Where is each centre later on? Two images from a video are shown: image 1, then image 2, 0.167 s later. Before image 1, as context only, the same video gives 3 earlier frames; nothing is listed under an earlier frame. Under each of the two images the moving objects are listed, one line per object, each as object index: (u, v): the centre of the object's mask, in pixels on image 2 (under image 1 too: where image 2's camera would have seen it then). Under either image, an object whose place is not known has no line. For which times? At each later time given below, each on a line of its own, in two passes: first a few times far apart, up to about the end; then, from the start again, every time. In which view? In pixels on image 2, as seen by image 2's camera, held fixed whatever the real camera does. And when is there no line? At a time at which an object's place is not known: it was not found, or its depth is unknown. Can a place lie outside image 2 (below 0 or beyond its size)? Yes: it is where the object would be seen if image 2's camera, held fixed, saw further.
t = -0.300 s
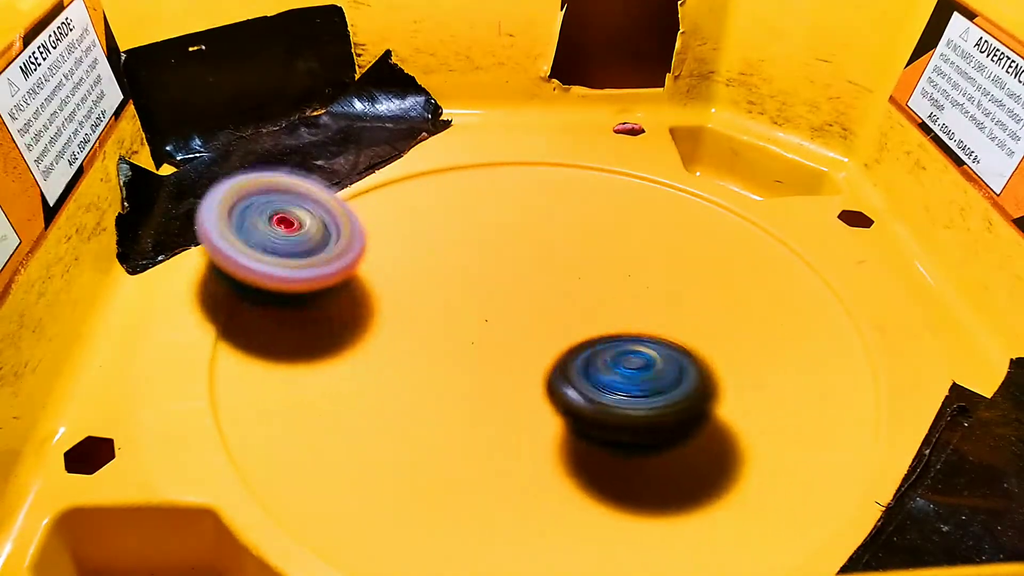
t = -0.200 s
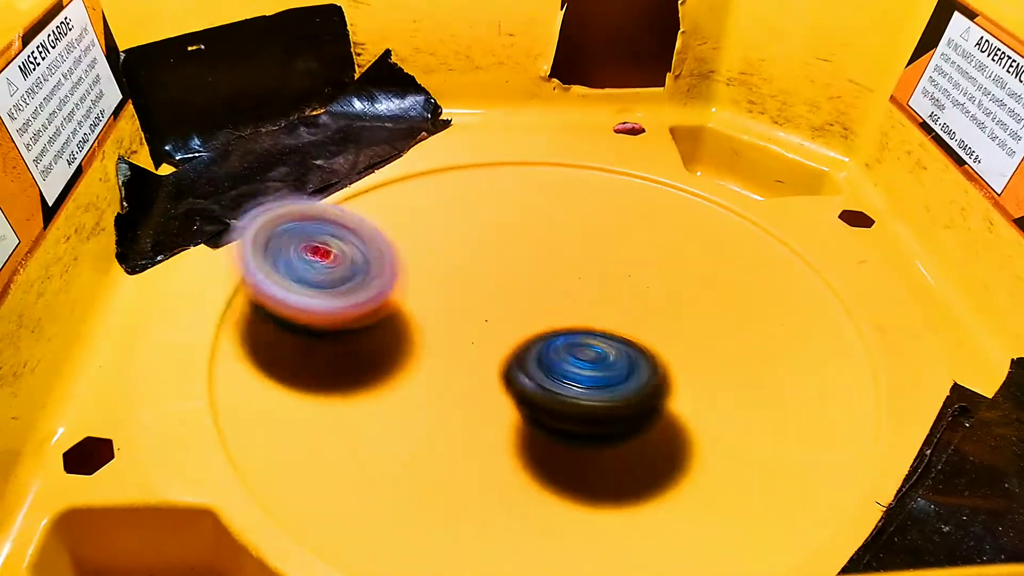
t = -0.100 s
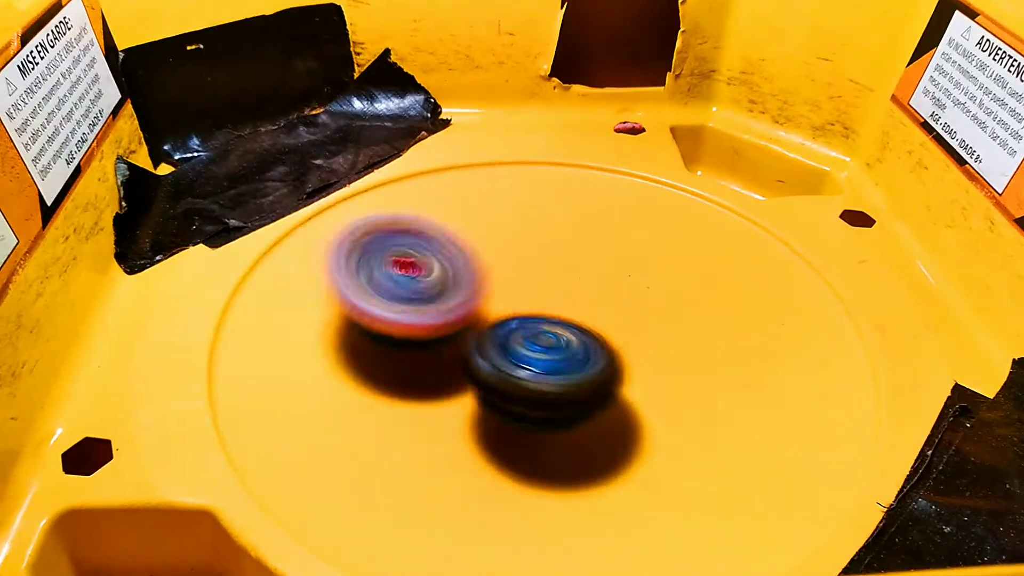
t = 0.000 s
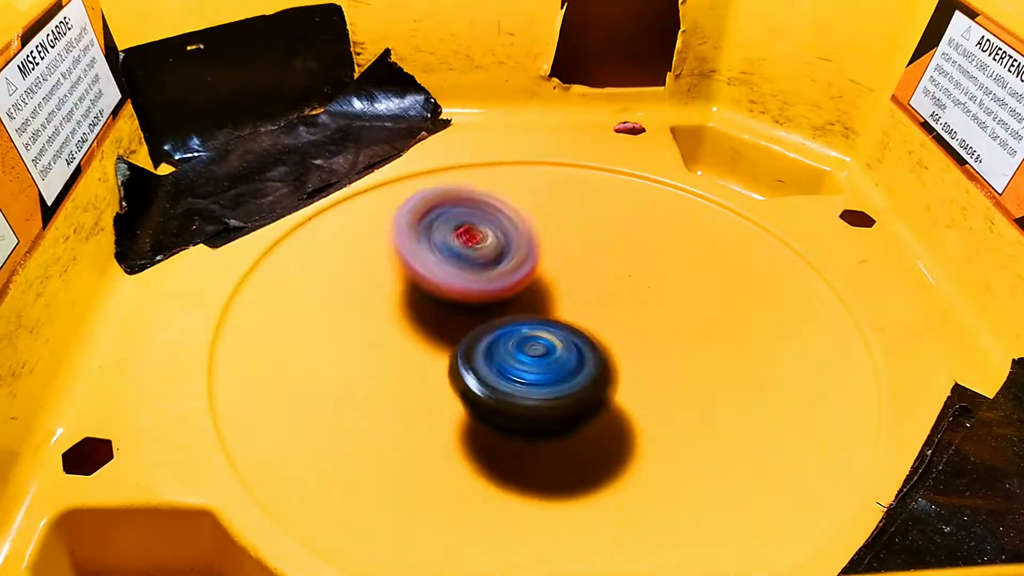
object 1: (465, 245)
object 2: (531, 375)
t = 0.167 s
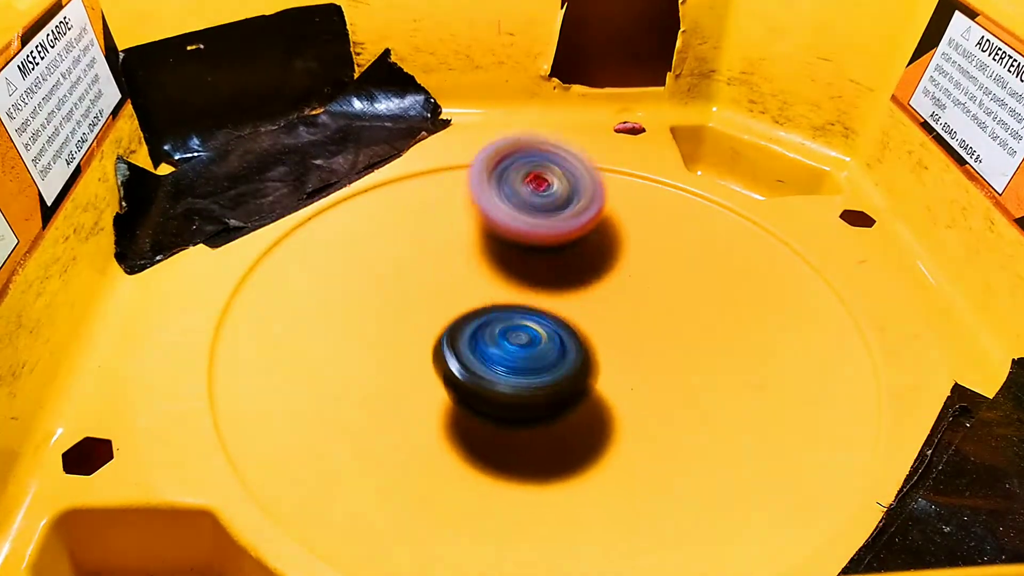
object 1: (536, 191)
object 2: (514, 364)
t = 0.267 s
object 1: (567, 161)
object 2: (507, 348)
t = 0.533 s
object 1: (570, 159)
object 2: (508, 300)
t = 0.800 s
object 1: (700, 177)
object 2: (381, 387)
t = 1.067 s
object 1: (741, 229)
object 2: (360, 434)
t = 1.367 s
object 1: (701, 364)
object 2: (498, 392)
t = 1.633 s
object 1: (765, 466)
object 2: (554, 314)
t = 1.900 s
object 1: (643, 435)
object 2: (660, 311)
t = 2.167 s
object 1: (461, 358)
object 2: (707, 345)
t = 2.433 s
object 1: (365, 260)
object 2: (636, 359)
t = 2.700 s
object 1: (354, 195)
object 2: (543, 319)
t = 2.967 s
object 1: (479, 203)
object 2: (569, 300)
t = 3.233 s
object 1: (617, 211)
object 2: (627, 329)
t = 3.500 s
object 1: (734, 251)
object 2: (617, 356)
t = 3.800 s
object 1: (767, 327)
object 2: (546, 338)
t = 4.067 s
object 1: (639, 387)
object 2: (518, 291)
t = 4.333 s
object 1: (475, 392)
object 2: (543, 262)
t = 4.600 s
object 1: (363, 342)
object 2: (576, 280)
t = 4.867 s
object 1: (392, 281)
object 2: (574, 323)
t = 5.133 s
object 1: (481, 223)
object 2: (524, 352)
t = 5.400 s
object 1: (574, 193)
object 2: (484, 341)
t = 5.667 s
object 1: (644, 223)
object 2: (510, 311)
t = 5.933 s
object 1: (735, 284)
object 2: (528, 302)
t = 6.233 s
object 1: (736, 361)
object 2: (560, 312)
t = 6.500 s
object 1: (646, 421)
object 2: (570, 308)
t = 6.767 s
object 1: (507, 412)
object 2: (570, 305)
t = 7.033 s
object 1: (386, 338)
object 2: (603, 299)
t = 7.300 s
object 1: (354, 275)
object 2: (619, 306)
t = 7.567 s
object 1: (436, 238)
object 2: (585, 312)
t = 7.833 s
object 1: (526, 232)
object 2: (579, 350)
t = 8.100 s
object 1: (610, 250)
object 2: (475, 328)
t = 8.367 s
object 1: (613, 302)
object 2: (467, 283)
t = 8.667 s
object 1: (557, 341)
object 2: (507, 248)
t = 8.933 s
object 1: (510, 333)
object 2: (509, 236)
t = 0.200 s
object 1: (548, 181)
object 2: (511, 359)
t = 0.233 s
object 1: (558, 170)
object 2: (509, 354)
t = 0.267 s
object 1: (567, 161)
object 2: (507, 348)
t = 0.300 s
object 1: (575, 151)
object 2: (506, 343)
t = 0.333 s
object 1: (581, 144)
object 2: (506, 337)
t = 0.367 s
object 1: (582, 139)
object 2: (505, 331)
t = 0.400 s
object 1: (581, 136)
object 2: (505, 324)
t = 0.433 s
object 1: (578, 137)
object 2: (504, 318)
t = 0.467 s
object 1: (574, 141)
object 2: (505, 312)
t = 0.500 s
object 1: (571, 148)
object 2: (507, 306)
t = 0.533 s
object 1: (570, 159)
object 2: (508, 300)
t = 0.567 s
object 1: (572, 171)
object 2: (511, 294)
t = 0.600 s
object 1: (576, 186)
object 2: (512, 289)
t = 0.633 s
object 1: (597, 187)
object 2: (485, 304)
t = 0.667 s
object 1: (629, 181)
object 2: (450, 335)
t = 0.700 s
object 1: (651, 179)
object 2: (421, 354)
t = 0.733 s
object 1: (668, 177)
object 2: (404, 367)
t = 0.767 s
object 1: (684, 177)
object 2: (391, 378)
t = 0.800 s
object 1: (700, 177)
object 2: (381, 387)
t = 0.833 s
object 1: (714, 177)
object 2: (373, 395)
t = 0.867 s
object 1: (724, 179)
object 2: (365, 404)
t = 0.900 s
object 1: (732, 182)
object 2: (358, 411)
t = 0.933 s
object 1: (737, 188)
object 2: (352, 418)
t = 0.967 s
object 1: (740, 195)
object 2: (348, 424)
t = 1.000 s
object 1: (740, 204)
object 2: (348, 429)
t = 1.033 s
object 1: (741, 216)
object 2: (352, 432)
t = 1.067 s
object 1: (741, 229)
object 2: (360, 434)
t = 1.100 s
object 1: (739, 243)
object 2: (369, 435)
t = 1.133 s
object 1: (737, 259)
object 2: (383, 432)
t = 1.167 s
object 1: (735, 274)
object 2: (398, 429)
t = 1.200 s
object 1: (732, 289)
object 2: (413, 424)
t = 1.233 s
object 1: (728, 304)
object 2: (428, 419)
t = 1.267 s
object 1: (723, 320)
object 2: (446, 413)
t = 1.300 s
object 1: (717, 335)
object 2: (464, 406)
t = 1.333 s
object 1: (709, 350)
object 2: (481, 398)
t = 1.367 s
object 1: (701, 364)
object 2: (498, 392)
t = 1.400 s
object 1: (694, 378)
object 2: (514, 385)
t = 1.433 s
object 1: (711, 401)
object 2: (508, 366)
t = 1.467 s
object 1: (726, 417)
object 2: (503, 351)
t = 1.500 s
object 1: (739, 430)
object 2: (505, 337)
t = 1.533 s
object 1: (748, 442)
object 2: (513, 325)
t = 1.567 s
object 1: (756, 452)
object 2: (527, 320)
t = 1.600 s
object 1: (761, 460)
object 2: (541, 318)
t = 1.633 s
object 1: (765, 466)
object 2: (554, 314)
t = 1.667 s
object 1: (765, 470)
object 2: (567, 312)
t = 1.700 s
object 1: (762, 472)
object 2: (581, 310)
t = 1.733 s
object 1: (754, 471)
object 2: (595, 309)
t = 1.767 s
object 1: (741, 467)
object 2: (608, 309)
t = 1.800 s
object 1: (721, 461)
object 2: (621, 309)
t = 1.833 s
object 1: (697, 453)
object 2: (634, 308)
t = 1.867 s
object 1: (670, 444)
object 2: (647, 310)
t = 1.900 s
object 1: (643, 435)
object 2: (660, 311)
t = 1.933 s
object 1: (615, 427)
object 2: (670, 313)
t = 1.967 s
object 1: (588, 419)
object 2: (681, 318)
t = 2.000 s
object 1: (565, 410)
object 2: (690, 322)
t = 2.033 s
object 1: (541, 401)
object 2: (696, 326)
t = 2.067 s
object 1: (519, 390)
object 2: (702, 331)
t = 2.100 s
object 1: (498, 379)
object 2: (707, 336)
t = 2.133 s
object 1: (478, 369)
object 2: (707, 340)
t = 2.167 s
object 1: (461, 358)
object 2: (707, 345)
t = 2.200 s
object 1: (443, 346)
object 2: (704, 349)
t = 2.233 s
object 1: (427, 334)
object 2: (698, 353)
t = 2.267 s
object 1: (414, 322)
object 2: (691, 356)
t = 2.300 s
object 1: (402, 310)
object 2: (683, 358)
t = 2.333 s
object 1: (391, 297)
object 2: (672, 360)
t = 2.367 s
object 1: (381, 285)
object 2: (661, 361)
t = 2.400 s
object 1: (372, 273)
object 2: (649, 360)
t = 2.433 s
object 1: (365, 260)
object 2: (636, 359)
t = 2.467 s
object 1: (358, 246)
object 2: (622, 356)
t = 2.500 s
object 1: (352, 235)
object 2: (609, 354)
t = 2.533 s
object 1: (349, 225)
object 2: (596, 350)
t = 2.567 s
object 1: (347, 215)
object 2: (584, 345)
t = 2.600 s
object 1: (345, 205)
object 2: (572, 340)
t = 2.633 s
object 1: (347, 200)
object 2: (561, 333)
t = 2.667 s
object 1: (349, 196)
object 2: (552, 326)
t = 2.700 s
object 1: (354, 195)
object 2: (543, 319)
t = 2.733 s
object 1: (363, 196)
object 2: (535, 310)
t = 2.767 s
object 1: (379, 199)
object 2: (530, 302)
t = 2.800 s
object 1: (398, 202)
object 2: (524, 294)
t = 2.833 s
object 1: (416, 204)
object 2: (526, 291)
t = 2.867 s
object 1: (428, 201)
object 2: (543, 297)
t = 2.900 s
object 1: (444, 200)
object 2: (554, 300)
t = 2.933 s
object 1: (460, 200)
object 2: (560, 301)
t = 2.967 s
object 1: (479, 203)
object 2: (569, 300)
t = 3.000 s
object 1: (497, 203)
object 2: (579, 302)
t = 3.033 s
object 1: (515, 204)
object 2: (588, 306)
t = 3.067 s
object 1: (533, 204)
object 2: (595, 308)
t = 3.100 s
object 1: (550, 204)
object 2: (604, 312)
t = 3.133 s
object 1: (566, 205)
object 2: (612, 316)
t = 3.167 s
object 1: (583, 207)
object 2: (618, 319)
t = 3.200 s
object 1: (600, 208)
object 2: (624, 324)
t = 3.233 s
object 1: (617, 211)
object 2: (627, 329)
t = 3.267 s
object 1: (635, 214)
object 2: (630, 334)
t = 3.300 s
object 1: (649, 217)
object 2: (634, 339)
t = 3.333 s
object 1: (665, 222)
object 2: (634, 342)
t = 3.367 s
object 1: (681, 226)
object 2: (634, 347)
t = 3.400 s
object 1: (695, 232)
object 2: (633, 350)
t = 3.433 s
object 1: (711, 238)
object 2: (628, 353)
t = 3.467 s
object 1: (722, 243)
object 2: (624, 355)
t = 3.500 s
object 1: (734, 251)
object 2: (617, 356)
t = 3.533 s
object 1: (747, 258)
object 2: (610, 358)
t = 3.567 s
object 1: (756, 267)
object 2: (602, 357)
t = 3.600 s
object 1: (766, 276)
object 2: (593, 356)
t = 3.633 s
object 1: (772, 284)
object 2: (585, 356)
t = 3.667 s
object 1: (776, 292)
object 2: (577, 353)
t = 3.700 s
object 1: (778, 301)
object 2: (568, 351)
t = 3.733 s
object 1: (777, 310)
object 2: (561, 347)
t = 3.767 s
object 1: (774, 320)
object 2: (553, 343)
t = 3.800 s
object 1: (767, 327)
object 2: (546, 338)
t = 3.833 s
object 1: (756, 335)
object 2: (539, 332)
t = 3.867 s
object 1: (745, 345)
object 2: (533, 327)
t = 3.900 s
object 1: (732, 354)
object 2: (529, 321)
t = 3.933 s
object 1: (716, 362)
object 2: (524, 315)
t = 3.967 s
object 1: (699, 369)
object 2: (522, 310)
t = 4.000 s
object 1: (680, 375)
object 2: (519, 303)
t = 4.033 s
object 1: (659, 382)
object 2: (518, 297)
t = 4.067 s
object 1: (639, 387)
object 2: (518, 291)
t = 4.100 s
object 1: (620, 391)
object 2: (519, 286)
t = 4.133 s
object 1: (599, 393)
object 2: (520, 281)
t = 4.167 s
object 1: (578, 395)
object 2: (522, 276)
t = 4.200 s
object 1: (558, 397)
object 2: (525, 272)
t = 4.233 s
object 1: (537, 397)
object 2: (529, 268)
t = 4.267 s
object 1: (516, 396)
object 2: (533, 265)
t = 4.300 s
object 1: (496, 393)
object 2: (538, 263)
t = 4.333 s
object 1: (475, 392)
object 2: (543, 262)
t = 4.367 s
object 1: (457, 388)
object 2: (548, 262)
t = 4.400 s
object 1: (438, 384)
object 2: (552, 261)
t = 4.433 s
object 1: (421, 379)
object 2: (557, 263)
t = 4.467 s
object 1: (404, 372)
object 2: (562, 264)
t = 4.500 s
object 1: (390, 367)
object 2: (566, 267)
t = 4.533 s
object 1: (378, 358)
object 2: (571, 271)
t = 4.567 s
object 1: (370, 351)
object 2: (573, 275)
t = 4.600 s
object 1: (363, 342)
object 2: (576, 280)
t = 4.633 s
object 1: (359, 336)
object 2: (579, 284)
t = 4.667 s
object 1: (357, 328)
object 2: (580, 290)
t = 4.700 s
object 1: (359, 320)
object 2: (581, 296)
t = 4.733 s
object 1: (362, 312)
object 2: (582, 301)
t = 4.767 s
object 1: (366, 305)
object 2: (582, 306)
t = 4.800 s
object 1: (374, 297)
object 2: (580, 311)
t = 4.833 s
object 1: (383, 289)
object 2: (577, 318)
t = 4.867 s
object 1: (392, 281)
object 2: (574, 323)
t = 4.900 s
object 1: (402, 274)
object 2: (569, 328)
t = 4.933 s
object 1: (415, 267)
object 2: (564, 333)
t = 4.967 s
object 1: (427, 259)
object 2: (559, 336)
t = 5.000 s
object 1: (439, 252)
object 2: (552, 340)
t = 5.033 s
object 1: (450, 244)
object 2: (547, 345)
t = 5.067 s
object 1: (461, 236)
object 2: (538, 349)
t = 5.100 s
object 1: (470, 229)
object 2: (532, 351)
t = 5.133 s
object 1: (481, 223)
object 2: (524, 352)
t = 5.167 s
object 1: (491, 217)
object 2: (517, 353)
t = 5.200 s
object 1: (503, 212)
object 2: (510, 353)
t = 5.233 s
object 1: (515, 207)
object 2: (504, 353)
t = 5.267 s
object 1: (527, 203)
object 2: (498, 352)
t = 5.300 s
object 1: (538, 200)
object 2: (493, 350)
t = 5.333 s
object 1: (551, 197)
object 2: (489, 347)
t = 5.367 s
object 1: (563, 196)
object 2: (486, 344)
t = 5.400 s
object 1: (574, 193)
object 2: (484, 341)
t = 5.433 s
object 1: (583, 194)
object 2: (483, 337)
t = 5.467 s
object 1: (595, 196)
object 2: (484, 333)
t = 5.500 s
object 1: (605, 198)
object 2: (486, 329)
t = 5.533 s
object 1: (613, 199)
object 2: (489, 325)
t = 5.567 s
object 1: (622, 205)
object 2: (493, 321)
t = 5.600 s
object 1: (630, 211)
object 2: (498, 317)
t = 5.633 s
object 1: (639, 218)
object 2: (504, 315)
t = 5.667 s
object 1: (644, 223)
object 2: (510, 311)
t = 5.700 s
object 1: (651, 233)
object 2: (517, 309)
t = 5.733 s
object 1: (658, 242)
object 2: (523, 306)
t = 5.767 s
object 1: (676, 251)
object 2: (519, 305)
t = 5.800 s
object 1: (689, 256)
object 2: (518, 303)
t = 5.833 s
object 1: (703, 262)
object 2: (521, 303)
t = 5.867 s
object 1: (714, 269)
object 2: (522, 302)
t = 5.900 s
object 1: (726, 277)
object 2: (524, 301)
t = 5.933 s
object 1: (735, 284)
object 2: (528, 302)
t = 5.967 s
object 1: (743, 292)
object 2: (530, 302)
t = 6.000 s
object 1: (751, 301)
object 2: (534, 303)
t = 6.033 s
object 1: (756, 309)
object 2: (539, 304)
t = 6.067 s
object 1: (759, 318)
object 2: (542, 305)
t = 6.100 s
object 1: (760, 327)
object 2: (545, 306)
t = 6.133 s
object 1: (759, 337)
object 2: (550, 307)
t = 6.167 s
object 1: (754, 345)
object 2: (554, 309)
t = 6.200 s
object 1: (746, 353)
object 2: (557, 310)
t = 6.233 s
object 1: (736, 361)
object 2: (560, 312)
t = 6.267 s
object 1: (722, 369)
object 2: (565, 314)
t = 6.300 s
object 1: (709, 379)
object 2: (564, 315)
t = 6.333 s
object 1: (699, 388)
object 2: (566, 313)
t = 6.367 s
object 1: (691, 397)
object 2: (568, 312)
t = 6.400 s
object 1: (683, 403)
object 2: (568, 311)
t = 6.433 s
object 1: (673, 411)
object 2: (567, 311)
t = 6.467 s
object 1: (660, 418)
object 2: (570, 309)
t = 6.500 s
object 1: (646, 421)
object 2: (570, 308)
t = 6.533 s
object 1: (629, 426)
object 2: (570, 307)
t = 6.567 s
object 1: (612, 428)
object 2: (571, 306)
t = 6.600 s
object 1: (595, 429)
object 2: (573, 305)
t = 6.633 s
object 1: (576, 428)
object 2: (573, 306)
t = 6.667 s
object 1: (559, 426)
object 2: (571, 305)
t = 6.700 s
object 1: (542, 423)
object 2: (572, 304)
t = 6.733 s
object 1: (523, 418)
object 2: (572, 305)
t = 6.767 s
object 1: (507, 412)
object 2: (570, 305)
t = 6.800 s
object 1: (493, 405)
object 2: (569, 304)
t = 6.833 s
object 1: (478, 397)
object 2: (570, 304)
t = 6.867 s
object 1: (466, 388)
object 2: (568, 305)
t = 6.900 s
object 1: (455, 379)
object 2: (566, 304)
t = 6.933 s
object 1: (446, 369)
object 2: (564, 305)
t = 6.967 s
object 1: (438, 359)
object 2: (565, 305)
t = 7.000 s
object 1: (409, 349)
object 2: (583, 303)
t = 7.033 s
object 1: (386, 338)
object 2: (603, 299)
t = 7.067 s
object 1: (377, 332)
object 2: (617, 298)
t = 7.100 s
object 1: (369, 327)
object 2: (622, 300)
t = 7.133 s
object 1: (359, 319)
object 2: (626, 302)
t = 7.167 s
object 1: (354, 310)
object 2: (624, 304)
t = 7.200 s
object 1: (351, 301)
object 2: (620, 305)
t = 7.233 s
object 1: (349, 293)
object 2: (620, 305)
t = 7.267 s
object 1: (350, 284)
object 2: (619, 306)
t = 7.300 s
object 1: (354, 275)
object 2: (619, 306)
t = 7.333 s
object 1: (362, 268)
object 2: (616, 311)
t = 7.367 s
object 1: (370, 261)
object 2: (612, 311)
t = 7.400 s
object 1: (380, 256)
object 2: (607, 313)
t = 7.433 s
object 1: (392, 251)
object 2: (599, 313)
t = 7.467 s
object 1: (405, 247)
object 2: (591, 312)
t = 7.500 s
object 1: (418, 246)
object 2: (582, 311)
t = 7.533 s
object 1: (432, 245)
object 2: (574, 309)
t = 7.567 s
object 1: (436, 238)
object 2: (585, 312)
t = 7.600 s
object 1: (447, 233)
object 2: (592, 318)
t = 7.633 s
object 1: (459, 233)
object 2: (595, 324)
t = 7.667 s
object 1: (471, 234)
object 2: (595, 328)
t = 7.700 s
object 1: (485, 237)
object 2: (586, 330)
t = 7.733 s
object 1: (496, 233)
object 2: (581, 339)
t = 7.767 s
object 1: (503, 231)
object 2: (580, 346)
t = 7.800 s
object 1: (514, 229)
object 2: (581, 350)
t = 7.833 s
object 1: (526, 232)
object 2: (579, 350)
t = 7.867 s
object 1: (537, 236)
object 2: (579, 350)
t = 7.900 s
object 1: (548, 237)
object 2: (573, 350)
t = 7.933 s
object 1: (563, 238)
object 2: (558, 353)
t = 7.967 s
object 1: (576, 235)
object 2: (542, 353)
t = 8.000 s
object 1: (589, 239)
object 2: (522, 351)
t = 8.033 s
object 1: (597, 243)
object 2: (503, 344)
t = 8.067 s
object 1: (604, 247)
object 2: (487, 338)
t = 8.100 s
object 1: (610, 250)
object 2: (475, 328)
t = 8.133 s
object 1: (617, 257)
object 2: (465, 319)
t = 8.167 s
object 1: (621, 262)
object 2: (458, 309)
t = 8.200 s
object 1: (624, 270)
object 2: (456, 304)
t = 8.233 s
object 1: (626, 276)
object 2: (455, 296)
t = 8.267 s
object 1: (624, 283)
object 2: (456, 291)
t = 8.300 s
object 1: (622, 290)
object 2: (457, 284)
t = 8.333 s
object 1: (617, 296)
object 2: (462, 283)
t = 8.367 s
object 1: (613, 302)
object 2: (467, 283)
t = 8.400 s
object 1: (609, 311)
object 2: (474, 279)
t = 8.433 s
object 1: (603, 320)
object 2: (483, 274)
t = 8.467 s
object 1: (594, 324)
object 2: (490, 268)
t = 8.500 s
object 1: (589, 332)
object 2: (495, 264)
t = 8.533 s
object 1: (584, 338)
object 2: (497, 257)
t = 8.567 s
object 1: (575, 341)
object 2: (501, 255)
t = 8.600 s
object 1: (568, 341)
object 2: (504, 253)
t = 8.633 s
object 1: (563, 342)
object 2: (505, 250)
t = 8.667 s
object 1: (557, 341)
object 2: (507, 248)
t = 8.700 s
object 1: (550, 341)
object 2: (508, 246)
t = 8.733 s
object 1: (543, 338)
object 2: (506, 244)
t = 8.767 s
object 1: (538, 336)
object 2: (505, 243)
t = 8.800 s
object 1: (534, 334)
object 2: (503, 241)
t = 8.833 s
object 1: (529, 333)
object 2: (502, 240)
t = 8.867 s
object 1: (523, 341)
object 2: (507, 236)
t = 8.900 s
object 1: (516, 341)
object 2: (507, 236)
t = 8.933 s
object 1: (510, 333)
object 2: (509, 236)
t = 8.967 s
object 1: (511, 328)
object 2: (507, 236)
